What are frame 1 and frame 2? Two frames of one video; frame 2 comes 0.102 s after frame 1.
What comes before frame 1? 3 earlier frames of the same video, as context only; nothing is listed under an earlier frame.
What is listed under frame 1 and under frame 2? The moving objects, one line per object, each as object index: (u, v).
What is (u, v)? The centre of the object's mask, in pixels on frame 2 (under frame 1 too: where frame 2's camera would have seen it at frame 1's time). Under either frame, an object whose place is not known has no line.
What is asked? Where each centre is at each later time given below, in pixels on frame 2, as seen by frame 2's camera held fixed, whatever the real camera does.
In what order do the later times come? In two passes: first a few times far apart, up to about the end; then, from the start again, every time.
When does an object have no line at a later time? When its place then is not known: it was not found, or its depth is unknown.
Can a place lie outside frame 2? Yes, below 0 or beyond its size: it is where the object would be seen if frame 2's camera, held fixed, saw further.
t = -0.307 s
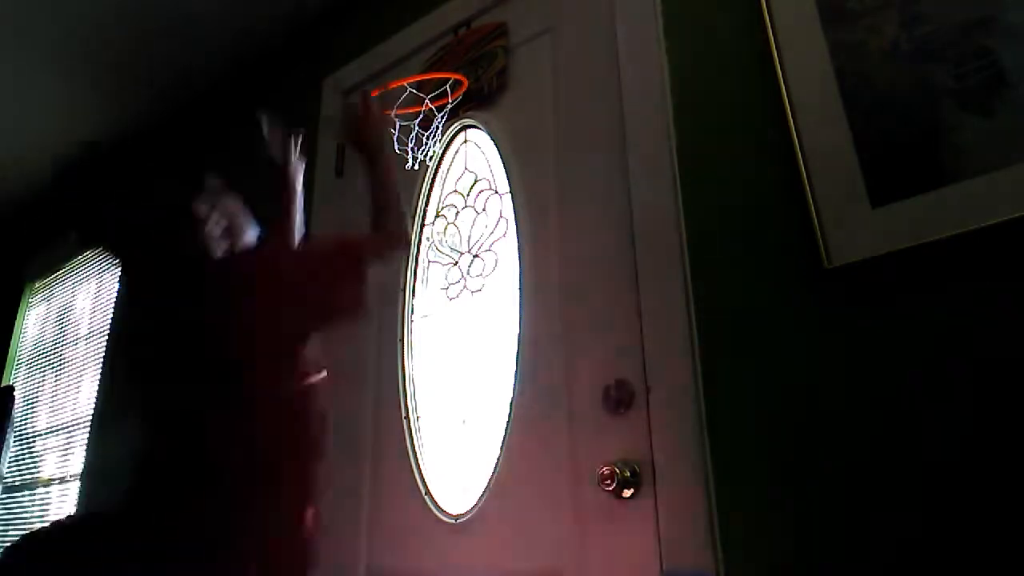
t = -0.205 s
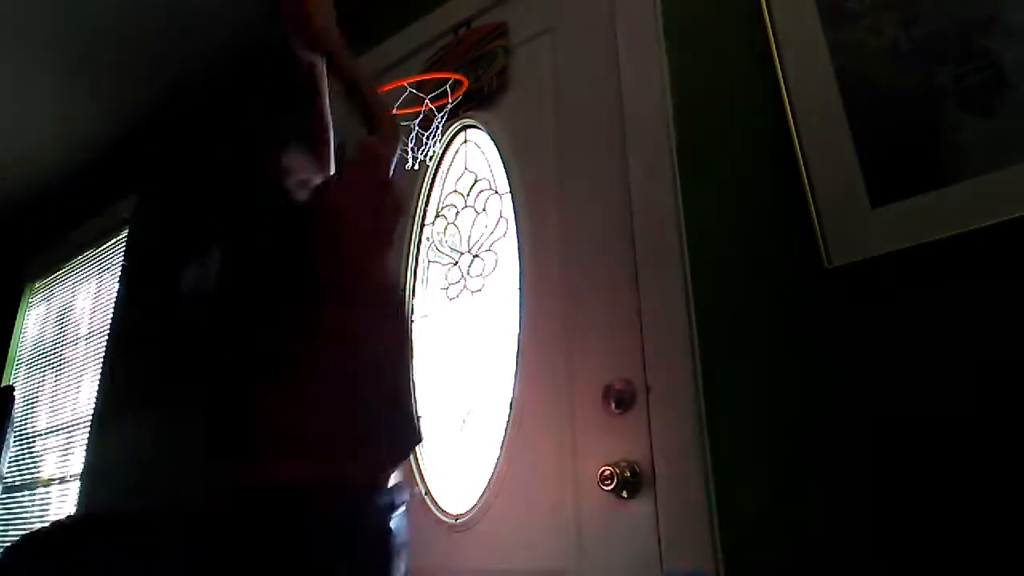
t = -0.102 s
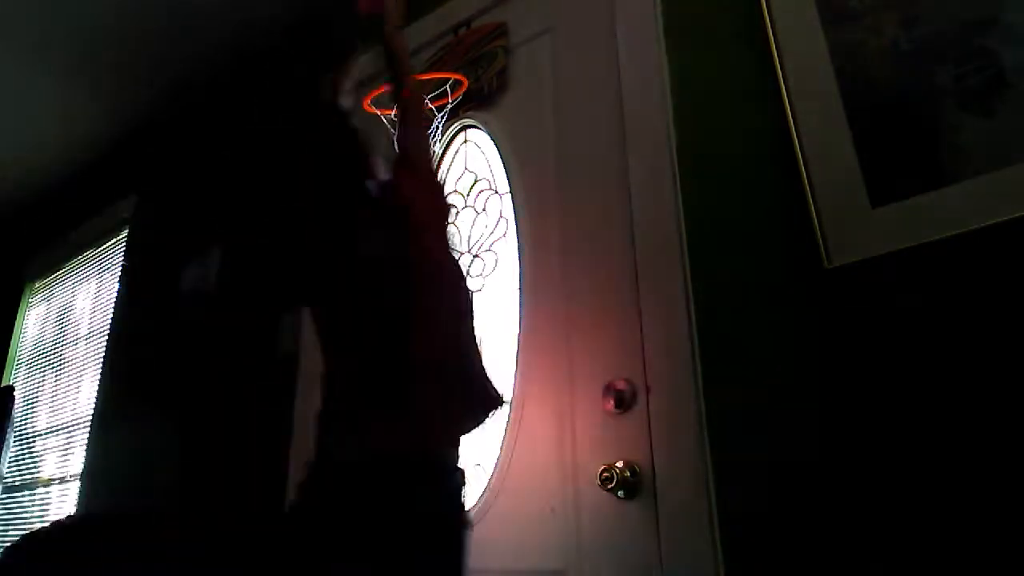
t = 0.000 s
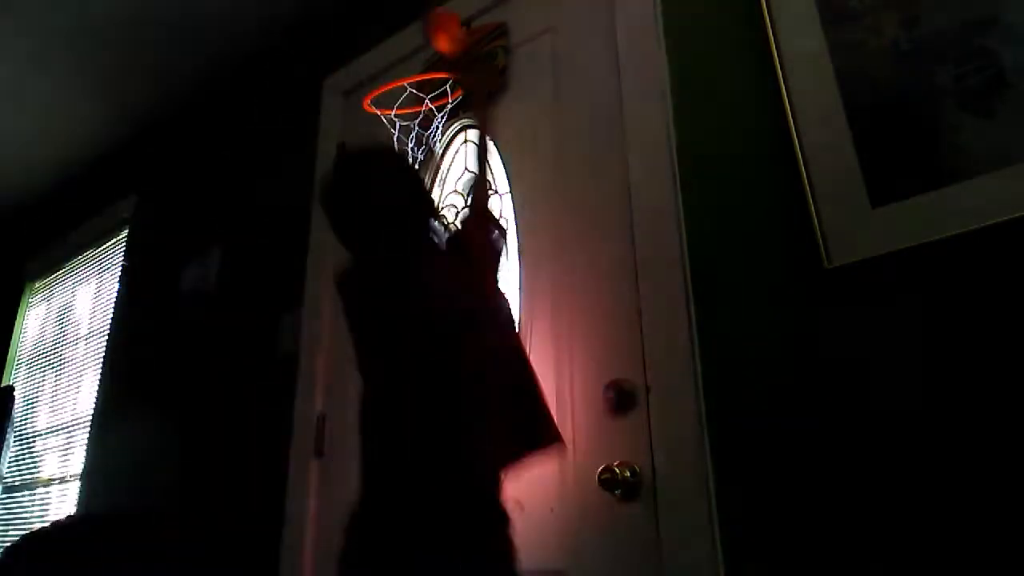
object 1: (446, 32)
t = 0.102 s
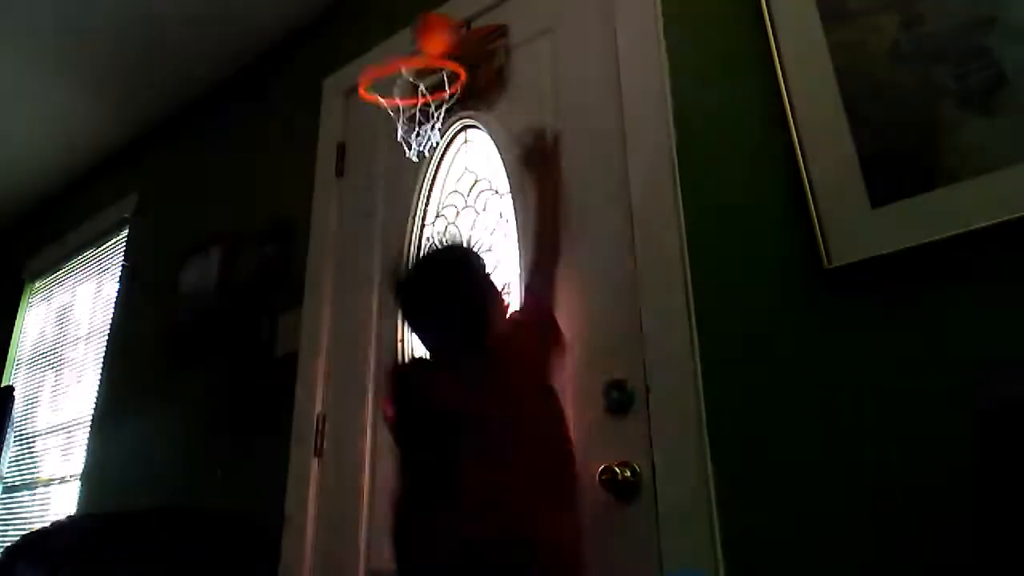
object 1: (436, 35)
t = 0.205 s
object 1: (386, 41)
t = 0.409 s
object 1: (264, 177)
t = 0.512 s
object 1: (169, 366)
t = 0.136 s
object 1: (419, 33)
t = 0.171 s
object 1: (404, 33)
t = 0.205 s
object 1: (386, 41)
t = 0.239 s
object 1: (368, 51)
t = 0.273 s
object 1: (351, 64)
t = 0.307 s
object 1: (332, 83)
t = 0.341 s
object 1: (312, 108)
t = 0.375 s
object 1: (287, 139)
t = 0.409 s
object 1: (264, 177)
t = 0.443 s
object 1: (237, 227)
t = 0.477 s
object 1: (202, 295)
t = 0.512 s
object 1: (169, 366)
